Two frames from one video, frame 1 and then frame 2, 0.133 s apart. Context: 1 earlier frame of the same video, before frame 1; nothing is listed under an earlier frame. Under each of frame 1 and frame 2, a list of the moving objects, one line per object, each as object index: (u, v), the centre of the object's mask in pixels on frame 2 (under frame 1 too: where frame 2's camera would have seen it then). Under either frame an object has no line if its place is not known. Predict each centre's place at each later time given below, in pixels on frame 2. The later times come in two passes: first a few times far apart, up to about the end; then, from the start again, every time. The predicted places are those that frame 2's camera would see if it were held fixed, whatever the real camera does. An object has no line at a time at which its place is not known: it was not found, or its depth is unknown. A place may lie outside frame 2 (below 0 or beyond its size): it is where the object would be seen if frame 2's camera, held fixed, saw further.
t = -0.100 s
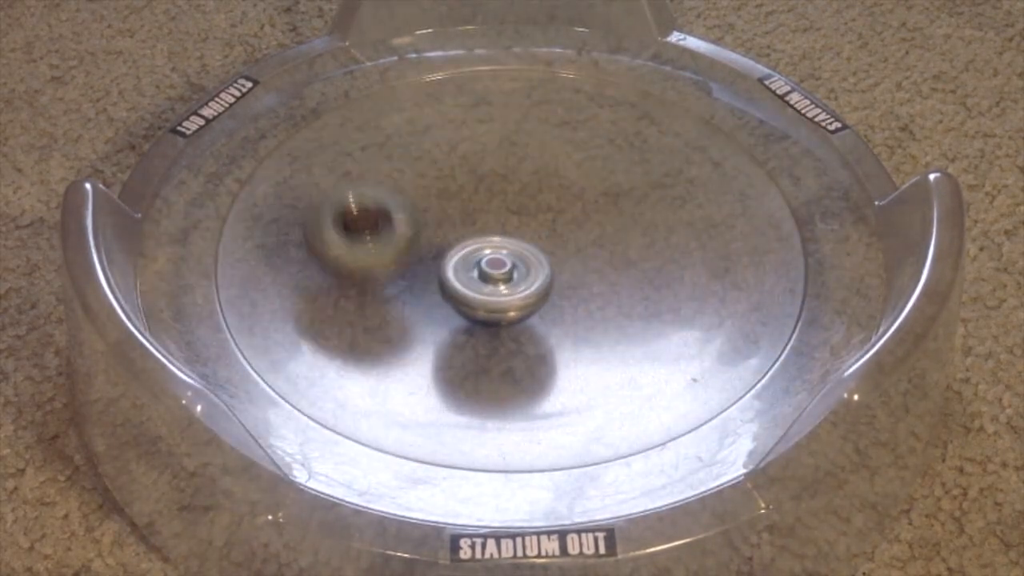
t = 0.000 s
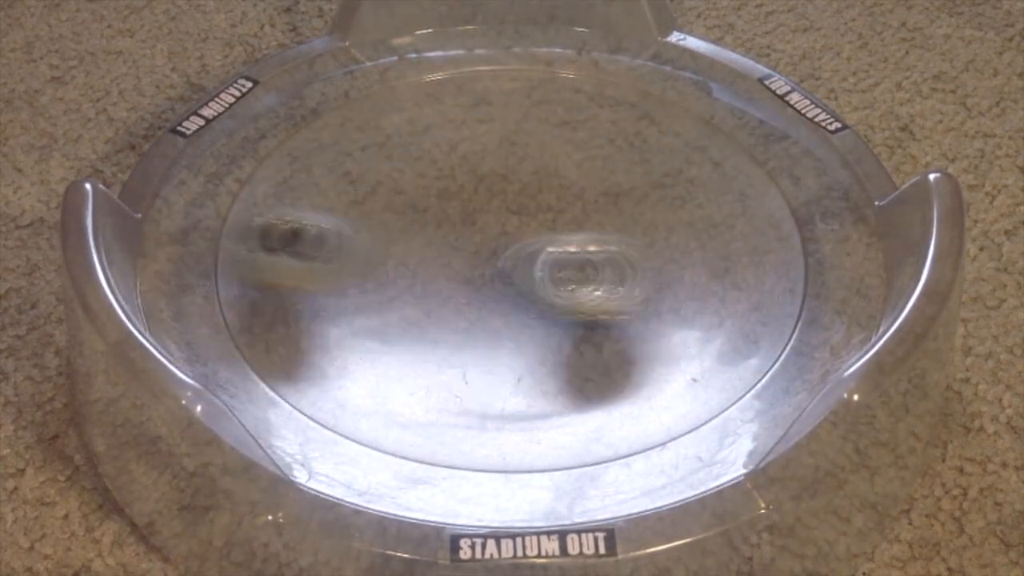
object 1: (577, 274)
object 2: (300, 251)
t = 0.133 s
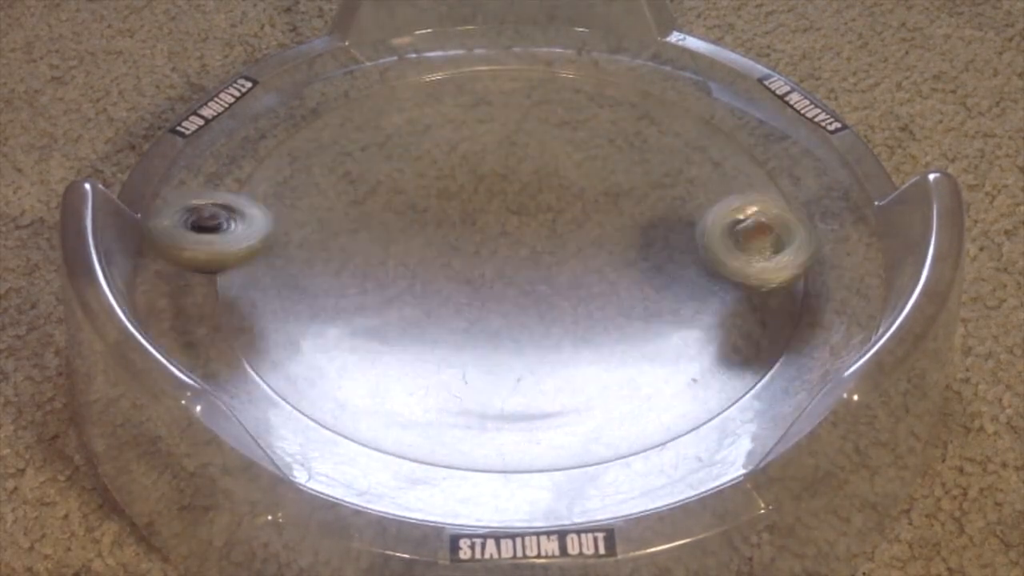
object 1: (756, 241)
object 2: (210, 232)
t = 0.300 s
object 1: (769, 188)
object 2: (312, 263)
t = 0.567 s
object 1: (674, 157)
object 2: (486, 240)
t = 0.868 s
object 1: (683, 156)
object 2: (302, 173)
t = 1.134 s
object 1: (597, 190)
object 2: (321, 265)
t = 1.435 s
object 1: (598, 215)
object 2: (452, 320)
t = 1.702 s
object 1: (566, 228)
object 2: (589, 321)
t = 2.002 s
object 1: (518, 246)
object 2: (654, 212)
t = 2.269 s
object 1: (500, 255)
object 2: (533, 152)
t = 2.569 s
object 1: (489, 253)
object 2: (385, 196)
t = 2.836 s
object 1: (527, 243)
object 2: (347, 290)
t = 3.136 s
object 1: (527, 221)
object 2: (517, 315)
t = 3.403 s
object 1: (525, 177)
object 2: (630, 294)
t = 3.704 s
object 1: (510, 204)
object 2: (639, 198)
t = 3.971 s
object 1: (448, 230)
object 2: (616, 135)
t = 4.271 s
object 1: (457, 259)
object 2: (502, 167)
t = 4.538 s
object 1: (443, 312)
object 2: (481, 128)
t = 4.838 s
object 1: (476, 289)
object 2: (454, 207)
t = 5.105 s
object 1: (502, 311)
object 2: (449, 191)
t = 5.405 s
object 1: (526, 308)
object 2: (511, 156)
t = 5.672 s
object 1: (534, 282)
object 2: (539, 128)
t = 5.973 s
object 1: (499, 282)
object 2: (577, 142)
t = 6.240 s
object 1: (474, 298)
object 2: (588, 125)
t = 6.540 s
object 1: (499, 271)
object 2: (523, 173)
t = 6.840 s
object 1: (499, 248)
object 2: (475, 160)
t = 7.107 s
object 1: (489, 240)
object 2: (510, 149)
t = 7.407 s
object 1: (483, 305)
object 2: (568, 80)
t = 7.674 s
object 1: (512, 292)
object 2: (491, 157)
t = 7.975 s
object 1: (522, 270)
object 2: (413, 318)
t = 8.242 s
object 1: (516, 249)
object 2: (482, 342)
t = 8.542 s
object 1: (514, 232)
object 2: (483, 301)
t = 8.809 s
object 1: (514, 226)
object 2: (488, 300)
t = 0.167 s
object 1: (771, 228)
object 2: (229, 237)
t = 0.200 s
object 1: (777, 217)
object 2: (250, 242)
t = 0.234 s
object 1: (777, 206)
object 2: (271, 248)
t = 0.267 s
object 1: (774, 196)
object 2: (290, 255)
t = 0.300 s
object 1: (769, 188)
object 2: (312, 263)
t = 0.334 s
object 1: (762, 180)
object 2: (333, 272)
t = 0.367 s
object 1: (751, 173)
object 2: (360, 278)
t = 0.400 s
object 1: (741, 168)
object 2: (388, 279)
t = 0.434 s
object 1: (731, 164)
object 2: (411, 276)
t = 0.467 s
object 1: (718, 161)
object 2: (433, 271)
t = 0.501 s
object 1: (704, 159)
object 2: (456, 262)
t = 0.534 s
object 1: (691, 157)
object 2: (473, 252)
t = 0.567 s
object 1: (674, 157)
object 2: (486, 240)
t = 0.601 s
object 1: (660, 158)
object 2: (500, 227)
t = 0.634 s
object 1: (644, 159)
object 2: (513, 214)
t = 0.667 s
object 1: (630, 162)
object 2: (521, 202)
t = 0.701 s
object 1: (646, 158)
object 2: (477, 193)
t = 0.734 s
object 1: (671, 153)
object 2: (420, 181)
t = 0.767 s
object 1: (686, 152)
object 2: (378, 174)
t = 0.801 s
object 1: (691, 153)
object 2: (340, 168)
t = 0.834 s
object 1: (690, 154)
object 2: (318, 169)
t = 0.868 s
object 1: (683, 156)
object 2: (302, 173)
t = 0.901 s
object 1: (673, 159)
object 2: (288, 180)
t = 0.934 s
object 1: (662, 161)
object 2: (274, 187)
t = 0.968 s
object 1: (649, 164)
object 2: (267, 199)
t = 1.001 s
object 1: (636, 169)
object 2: (265, 210)
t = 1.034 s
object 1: (626, 173)
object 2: (269, 228)
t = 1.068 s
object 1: (615, 178)
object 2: (281, 242)
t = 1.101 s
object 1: (606, 184)
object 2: (298, 255)
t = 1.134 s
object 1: (597, 190)
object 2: (321, 265)
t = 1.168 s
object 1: (588, 197)
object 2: (343, 276)
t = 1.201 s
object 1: (583, 203)
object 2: (367, 281)
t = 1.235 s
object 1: (576, 209)
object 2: (394, 286)
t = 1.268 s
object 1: (572, 216)
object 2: (418, 288)
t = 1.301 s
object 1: (567, 222)
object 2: (445, 288)
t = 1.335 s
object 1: (564, 227)
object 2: (472, 288)
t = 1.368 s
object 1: (571, 227)
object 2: (475, 294)
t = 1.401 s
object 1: (587, 219)
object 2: (460, 311)
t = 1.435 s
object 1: (598, 215)
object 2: (452, 320)
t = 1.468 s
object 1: (603, 213)
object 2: (453, 325)
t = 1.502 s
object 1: (604, 214)
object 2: (464, 328)
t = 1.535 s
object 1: (600, 216)
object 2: (480, 329)
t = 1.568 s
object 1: (593, 219)
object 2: (501, 330)
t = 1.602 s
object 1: (586, 221)
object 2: (527, 332)
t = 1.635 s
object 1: (580, 223)
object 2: (553, 329)
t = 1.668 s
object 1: (573, 226)
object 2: (573, 324)
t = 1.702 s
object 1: (566, 228)
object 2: (589, 321)
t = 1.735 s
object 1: (559, 230)
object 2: (609, 314)
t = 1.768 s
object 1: (553, 231)
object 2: (627, 302)
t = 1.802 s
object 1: (547, 233)
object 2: (642, 291)
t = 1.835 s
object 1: (541, 236)
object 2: (654, 280)
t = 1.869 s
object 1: (535, 238)
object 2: (661, 266)
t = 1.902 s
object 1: (531, 240)
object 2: (664, 252)
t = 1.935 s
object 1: (526, 242)
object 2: (663, 239)
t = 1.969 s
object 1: (522, 243)
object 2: (661, 226)
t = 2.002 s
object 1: (518, 246)
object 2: (654, 212)
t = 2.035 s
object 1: (516, 247)
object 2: (644, 200)
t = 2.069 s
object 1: (513, 249)
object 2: (634, 188)
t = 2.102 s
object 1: (511, 251)
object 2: (620, 179)
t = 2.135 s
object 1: (508, 252)
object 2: (604, 170)
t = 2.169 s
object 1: (506, 253)
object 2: (588, 164)
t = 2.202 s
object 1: (504, 254)
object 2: (572, 159)
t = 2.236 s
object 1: (502, 255)
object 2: (553, 155)
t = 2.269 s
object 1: (500, 255)
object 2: (533, 152)
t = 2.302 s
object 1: (499, 255)
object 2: (513, 151)
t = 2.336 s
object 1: (499, 255)
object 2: (495, 150)
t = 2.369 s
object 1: (498, 256)
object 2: (474, 152)
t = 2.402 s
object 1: (496, 256)
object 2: (458, 156)
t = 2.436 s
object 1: (495, 256)
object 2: (439, 159)
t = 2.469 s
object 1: (493, 255)
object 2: (424, 167)
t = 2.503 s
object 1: (491, 255)
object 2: (408, 175)
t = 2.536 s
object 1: (489, 254)
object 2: (395, 185)
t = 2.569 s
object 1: (489, 253)
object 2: (385, 196)
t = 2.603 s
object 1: (488, 252)
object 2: (376, 207)
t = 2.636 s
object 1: (488, 252)
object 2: (370, 220)
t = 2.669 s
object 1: (487, 250)
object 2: (368, 233)
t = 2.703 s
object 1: (491, 249)
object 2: (368, 246)
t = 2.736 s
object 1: (505, 247)
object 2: (350, 255)
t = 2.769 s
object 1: (516, 246)
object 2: (343, 266)
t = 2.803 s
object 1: (523, 244)
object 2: (342, 278)
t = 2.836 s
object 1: (527, 243)
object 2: (347, 290)
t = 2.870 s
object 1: (527, 241)
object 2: (355, 301)
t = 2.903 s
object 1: (527, 238)
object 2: (369, 313)
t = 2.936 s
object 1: (527, 236)
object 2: (385, 321)
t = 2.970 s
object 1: (526, 233)
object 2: (409, 327)
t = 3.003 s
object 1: (527, 231)
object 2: (430, 329)
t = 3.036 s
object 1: (527, 228)
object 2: (452, 329)
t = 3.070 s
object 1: (527, 226)
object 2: (476, 326)
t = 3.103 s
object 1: (527, 224)
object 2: (498, 322)
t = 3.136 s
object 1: (527, 221)
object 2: (517, 315)
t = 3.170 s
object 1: (528, 218)
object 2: (531, 307)
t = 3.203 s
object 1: (529, 216)
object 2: (546, 300)
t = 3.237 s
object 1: (528, 211)
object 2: (559, 296)
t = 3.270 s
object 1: (528, 196)
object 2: (575, 304)
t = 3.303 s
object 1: (528, 185)
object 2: (589, 308)
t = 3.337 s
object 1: (527, 180)
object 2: (601, 306)
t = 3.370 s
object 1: (526, 177)
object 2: (615, 302)
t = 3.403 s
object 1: (525, 177)
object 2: (630, 294)
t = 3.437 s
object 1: (524, 179)
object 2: (643, 286)
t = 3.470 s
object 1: (521, 181)
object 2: (656, 275)
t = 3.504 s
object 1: (519, 185)
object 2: (662, 265)
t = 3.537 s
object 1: (516, 188)
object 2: (667, 252)
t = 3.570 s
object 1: (515, 191)
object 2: (668, 240)
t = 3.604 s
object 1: (513, 194)
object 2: (666, 228)
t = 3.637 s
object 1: (512, 197)
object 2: (660, 218)
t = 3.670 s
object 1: (511, 201)
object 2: (650, 208)
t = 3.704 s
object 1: (510, 204)
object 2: (639, 198)
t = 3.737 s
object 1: (511, 207)
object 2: (628, 190)
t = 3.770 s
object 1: (503, 209)
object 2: (620, 183)
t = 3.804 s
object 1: (482, 213)
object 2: (639, 172)
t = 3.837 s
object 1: (463, 217)
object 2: (646, 164)
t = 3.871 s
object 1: (453, 221)
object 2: (643, 157)
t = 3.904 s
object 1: (447, 225)
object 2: (637, 148)
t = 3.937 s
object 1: (446, 228)
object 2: (628, 140)
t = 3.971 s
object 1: (448, 230)
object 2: (616, 135)
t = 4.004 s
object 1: (450, 234)
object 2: (604, 133)
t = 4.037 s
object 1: (452, 236)
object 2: (590, 133)
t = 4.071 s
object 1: (453, 239)
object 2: (575, 137)
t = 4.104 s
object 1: (456, 242)
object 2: (558, 141)
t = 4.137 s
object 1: (458, 244)
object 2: (544, 148)
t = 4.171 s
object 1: (459, 246)
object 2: (532, 156)
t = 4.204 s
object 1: (462, 248)
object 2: (518, 162)
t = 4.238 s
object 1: (463, 250)
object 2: (503, 170)
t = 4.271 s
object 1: (457, 259)
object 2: (502, 167)
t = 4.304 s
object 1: (440, 280)
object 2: (512, 147)
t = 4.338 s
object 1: (430, 297)
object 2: (520, 135)
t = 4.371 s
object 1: (423, 307)
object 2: (522, 127)
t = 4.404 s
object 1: (422, 312)
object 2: (519, 123)
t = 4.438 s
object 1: (425, 314)
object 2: (511, 121)
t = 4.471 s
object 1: (431, 314)
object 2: (501, 120)
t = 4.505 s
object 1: (437, 314)
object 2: (488, 122)
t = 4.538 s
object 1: (443, 312)
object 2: (481, 128)
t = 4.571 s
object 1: (448, 310)
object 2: (473, 135)
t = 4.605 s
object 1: (452, 308)
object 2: (466, 143)
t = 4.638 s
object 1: (456, 306)
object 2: (462, 153)
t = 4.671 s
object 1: (459, 303)
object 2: (459, 161)
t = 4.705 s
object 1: (463, 300)
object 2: (457, 173)
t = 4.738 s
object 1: (467, 296)
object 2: (456, 182)
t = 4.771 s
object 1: (470, 293)
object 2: (454, 193)
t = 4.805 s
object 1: (473, 289)
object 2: (453, 204)
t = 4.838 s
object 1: (476, 289)
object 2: (454, 207)
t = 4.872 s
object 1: (478, 291)
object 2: (454, 207)
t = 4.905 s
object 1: (480, 292)
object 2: (453, 211)
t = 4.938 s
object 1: (483, 302)
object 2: (451, 202)
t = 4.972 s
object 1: (488, 313)
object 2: (451, 193)
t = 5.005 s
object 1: (492, 317)
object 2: (449, 190)
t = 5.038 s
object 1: (495, 317)
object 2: (448, 188)
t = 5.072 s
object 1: (498, 314)
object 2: (447, 189)
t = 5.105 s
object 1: (502, 311)
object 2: (449, 191)
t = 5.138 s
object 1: (506, 306)
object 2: (453, 194)
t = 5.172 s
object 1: (509, 302)
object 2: (458, 196)
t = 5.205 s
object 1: (512, 297)
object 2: (466, 199)
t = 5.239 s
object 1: (515, 292)
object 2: (473, 202)
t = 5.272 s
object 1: (517, 288)
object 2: (481, 205)
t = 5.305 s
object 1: (520, 286)
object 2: (492, 204)
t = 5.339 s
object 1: (521, 297)
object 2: (500, 184)
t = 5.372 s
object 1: (524, 305)
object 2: (506, 167)
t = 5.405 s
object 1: (526, 308)
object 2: (511, 156)
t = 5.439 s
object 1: (527, 307)
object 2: (513, 152)
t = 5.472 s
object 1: (528, 305)
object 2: (515, 146)
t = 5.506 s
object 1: (530, 301)
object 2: (519, 140)
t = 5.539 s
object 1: (532, 298)
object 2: (523, 135)
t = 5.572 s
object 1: (533, 294)
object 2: (528, 132)
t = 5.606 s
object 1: (534, 290)
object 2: (533, 128)
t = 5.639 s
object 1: (534, 286)
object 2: (537, 127)
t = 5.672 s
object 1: (534, 282)
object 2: (539, 128)
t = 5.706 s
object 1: (535, 278)
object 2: (543, 132)
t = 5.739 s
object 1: (534, 274)
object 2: (546, 137)
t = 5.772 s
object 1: (534, 270)
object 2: (548, 144)
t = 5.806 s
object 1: (533, 266)
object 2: (550, 154)
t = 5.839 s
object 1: (532, 262)
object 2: (549, 159)
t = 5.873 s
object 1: (531, 259)
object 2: (550, 168)
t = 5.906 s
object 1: (530, 256)
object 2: (549, 172)
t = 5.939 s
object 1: (520, 262)
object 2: (561, 168)
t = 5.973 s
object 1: (499, 282)
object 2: (577, 142)
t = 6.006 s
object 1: (484, 295)
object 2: (589, 124)
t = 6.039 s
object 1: (470, 304)
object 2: (595, 115)
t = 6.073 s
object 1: (465, 308)
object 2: (596, 112)
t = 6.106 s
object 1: (463, 308)
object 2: (594, 111)
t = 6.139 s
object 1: (464, 305)
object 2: (593, 113)
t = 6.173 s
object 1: (467, 303)
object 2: (592, 116)
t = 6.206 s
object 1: (471, 300)
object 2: (591, 120)
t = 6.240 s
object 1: (474, 298)
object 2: (588, 125)
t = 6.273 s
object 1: (478, 295)
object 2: (585, 133)
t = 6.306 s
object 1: (482, 293)
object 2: (579, 138)
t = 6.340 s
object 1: (486, 290)
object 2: (572, 146)
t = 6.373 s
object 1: (489, 286)
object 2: (564, 152)
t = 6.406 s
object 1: (491, 284)
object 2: (555, 160)
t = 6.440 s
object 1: (493, 280)
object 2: (552, 162)
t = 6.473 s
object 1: (496, 278)
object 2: (540, 164)
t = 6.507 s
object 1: (497, 274)
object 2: (533, 169)
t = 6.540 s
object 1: (499, 271)
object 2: (523, 173)
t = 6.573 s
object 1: (500, 268)
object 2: (513, 175)
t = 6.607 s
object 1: (502, 265)
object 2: (502, 178)
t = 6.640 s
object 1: (503, 262)
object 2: (494, 178)
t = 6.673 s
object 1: (503, 259)
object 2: (492, 178)
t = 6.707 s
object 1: (503, 257)
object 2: (487, 175)
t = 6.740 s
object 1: (503, 255)
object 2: (484, 170)
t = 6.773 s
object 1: (502, 253)
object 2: (479, 168)
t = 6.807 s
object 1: (501, 251)
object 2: (478, 164)
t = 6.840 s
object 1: (499, 248)
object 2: (475, 160)
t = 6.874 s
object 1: (498, 246)
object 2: (476, 157)
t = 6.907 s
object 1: (497, 244)
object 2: (478, 152)
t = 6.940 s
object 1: (495, 242)
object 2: (483, 151)
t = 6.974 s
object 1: (495, 240)
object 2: (488, 149)
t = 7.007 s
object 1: (494, 238)
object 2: (493, 149)
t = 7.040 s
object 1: (494, 236)
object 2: (499, 150)
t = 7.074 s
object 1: (494, 235)
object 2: (503, 152)
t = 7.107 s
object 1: (489, 240)
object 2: (510, 149)
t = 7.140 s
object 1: (476, 260)
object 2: (532, 124)
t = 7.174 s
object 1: (465, 278)
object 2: (543, 99)
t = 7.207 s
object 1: (457, 292)
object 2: (564, 81)
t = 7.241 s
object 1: (455, 299)
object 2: (570, 70)
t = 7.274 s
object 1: (459, 303)
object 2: (574, 69)
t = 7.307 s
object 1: (465, 305)
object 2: (575, 69)
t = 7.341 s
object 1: (471, 305)
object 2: (573, 71)
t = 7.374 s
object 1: (477, 305)
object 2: (571, 75)
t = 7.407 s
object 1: (483, 305)
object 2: (568, 80)
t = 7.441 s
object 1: (488, 305)
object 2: (564, 83)
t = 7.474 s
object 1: (493, 303)
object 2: (560, 88)
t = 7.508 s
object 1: (497, 301)
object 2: (551, 97)
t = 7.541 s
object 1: (501, 300)
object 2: (542, 106)
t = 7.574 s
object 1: (505, 298)
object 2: (533, 117)
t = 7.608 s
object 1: (508, 296)
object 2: (519, 131)
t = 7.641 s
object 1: (510, 294)
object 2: (506, 144)
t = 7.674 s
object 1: (512, 292)
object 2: (491, 157)
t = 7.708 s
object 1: (515, 290)
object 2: (469, 176)
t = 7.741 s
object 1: (517, 287)
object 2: (456, 190)
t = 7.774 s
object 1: (519, 285)
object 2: (439, 211)
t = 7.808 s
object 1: (519, 283)
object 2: (428, 231)
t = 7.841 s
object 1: (520, 281)
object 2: (416, 251)
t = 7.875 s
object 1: (521, 278)
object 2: (407, 268)
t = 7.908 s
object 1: (521, 276)
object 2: (402, 286)
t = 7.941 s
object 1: (521, 273)
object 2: (404, 302)
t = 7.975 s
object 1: (522, 270)
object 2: (413, 318)
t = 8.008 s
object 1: (522, 266)
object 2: (424, 330)
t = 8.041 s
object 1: (521, 263)
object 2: (433, 339)
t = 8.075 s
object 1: (521, 259)
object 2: (444, 345)
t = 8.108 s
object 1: (521, 257)
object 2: (454, 349)
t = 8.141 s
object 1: (520, 254)
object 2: (465, 348)
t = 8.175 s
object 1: (519, 252)
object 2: (473, 345)
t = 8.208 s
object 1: (518, 250)
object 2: (480, 343)
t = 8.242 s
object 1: (516, 249)
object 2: (482, 342)
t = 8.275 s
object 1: (514, 249)
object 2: (486, 334)
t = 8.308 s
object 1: (513, 248)
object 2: (488, 322)
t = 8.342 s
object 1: (512, 247)
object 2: (494, 319)
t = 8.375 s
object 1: (510, 245)
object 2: (493, 313)
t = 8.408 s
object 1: (509, 243)
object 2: (489, 306)
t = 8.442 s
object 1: (508, 242)
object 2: (486, 303)
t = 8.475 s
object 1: (511, 238)
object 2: (483, 304)
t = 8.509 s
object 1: (513, 234)
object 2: (481, 303)
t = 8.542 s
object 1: (514, 232)
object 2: (483, 301)
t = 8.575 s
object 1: (514, 230)
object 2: (484, 301)
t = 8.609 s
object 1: (514, 229)
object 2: (489, 302)
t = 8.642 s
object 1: (514, 228)
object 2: (491, 302)
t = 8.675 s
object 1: (514, 227)
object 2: (489, 300)
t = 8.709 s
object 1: (514, 226)
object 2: (489, 300)
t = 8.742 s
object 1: (514, 226)
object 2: (490, 301)
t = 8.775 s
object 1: (514, 226)
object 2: (490, 300)
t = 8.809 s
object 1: (514, 226)
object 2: (488, 300)
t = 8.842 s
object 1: (514, 226)
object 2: (489, 300)
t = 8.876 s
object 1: (514, 226)
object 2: (490, 300)
